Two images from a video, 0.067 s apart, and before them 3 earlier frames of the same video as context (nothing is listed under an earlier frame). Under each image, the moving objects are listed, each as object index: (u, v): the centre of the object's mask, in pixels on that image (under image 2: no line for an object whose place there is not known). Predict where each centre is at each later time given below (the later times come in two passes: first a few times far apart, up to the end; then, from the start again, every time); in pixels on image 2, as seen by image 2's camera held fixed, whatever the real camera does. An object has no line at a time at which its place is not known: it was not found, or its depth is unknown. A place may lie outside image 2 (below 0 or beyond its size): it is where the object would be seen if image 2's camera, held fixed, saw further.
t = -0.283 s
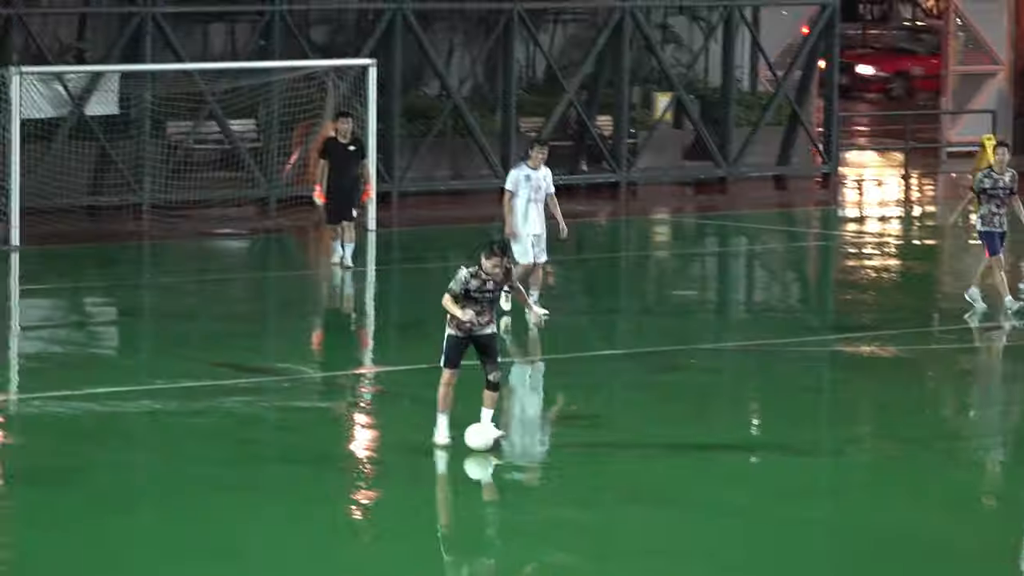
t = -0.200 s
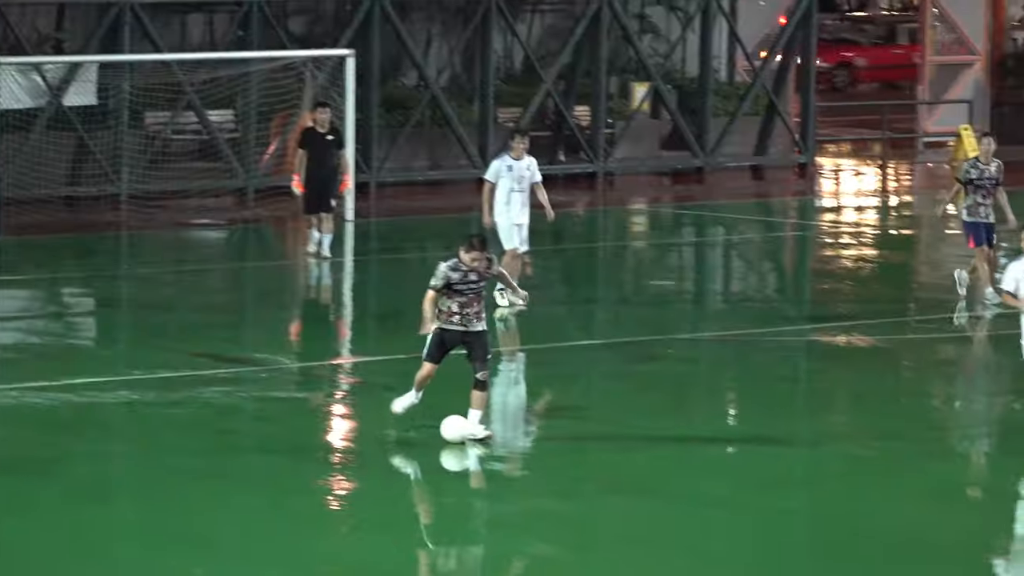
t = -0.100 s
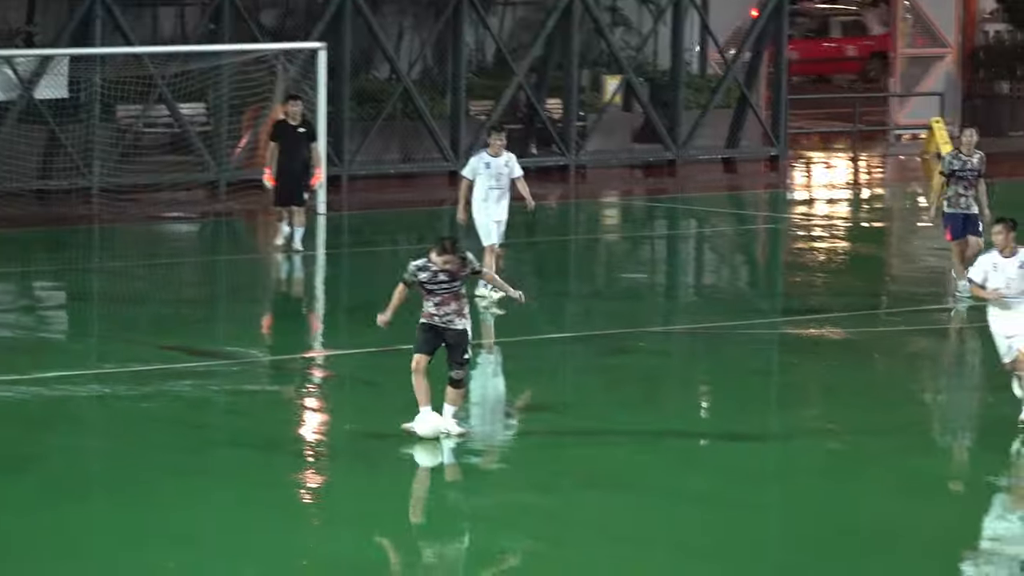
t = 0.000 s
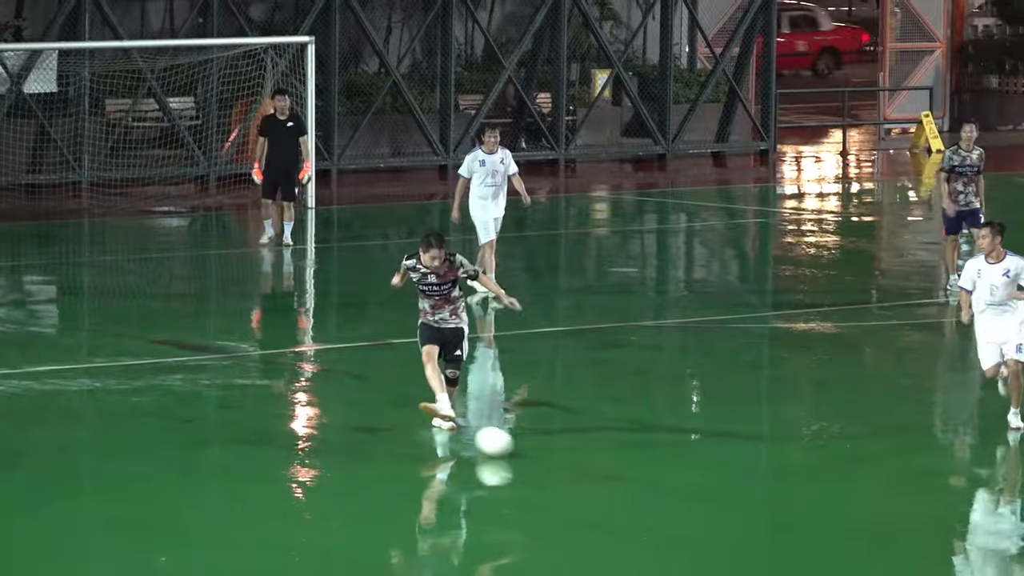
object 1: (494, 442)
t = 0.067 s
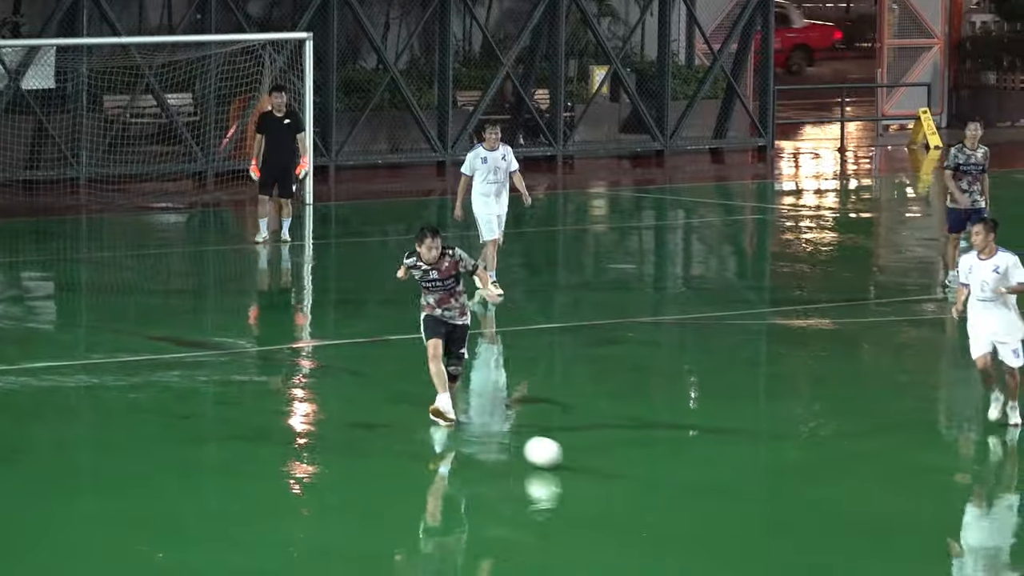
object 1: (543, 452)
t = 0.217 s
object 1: (663, 492)
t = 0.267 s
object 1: (707, 505)
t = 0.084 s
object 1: (556, 456)
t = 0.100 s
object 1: (569, 461)
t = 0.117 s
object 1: (582, 466)
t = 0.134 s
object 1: (596, 470)
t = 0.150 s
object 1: (609, 474)
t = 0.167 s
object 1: (622, 478)
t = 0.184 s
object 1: (636, 483)
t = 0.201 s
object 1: (650, 487)
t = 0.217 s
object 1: (663, 492)
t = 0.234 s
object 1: (678, 497)
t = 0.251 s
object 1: (692, 501)
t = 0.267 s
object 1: (707, 505)
